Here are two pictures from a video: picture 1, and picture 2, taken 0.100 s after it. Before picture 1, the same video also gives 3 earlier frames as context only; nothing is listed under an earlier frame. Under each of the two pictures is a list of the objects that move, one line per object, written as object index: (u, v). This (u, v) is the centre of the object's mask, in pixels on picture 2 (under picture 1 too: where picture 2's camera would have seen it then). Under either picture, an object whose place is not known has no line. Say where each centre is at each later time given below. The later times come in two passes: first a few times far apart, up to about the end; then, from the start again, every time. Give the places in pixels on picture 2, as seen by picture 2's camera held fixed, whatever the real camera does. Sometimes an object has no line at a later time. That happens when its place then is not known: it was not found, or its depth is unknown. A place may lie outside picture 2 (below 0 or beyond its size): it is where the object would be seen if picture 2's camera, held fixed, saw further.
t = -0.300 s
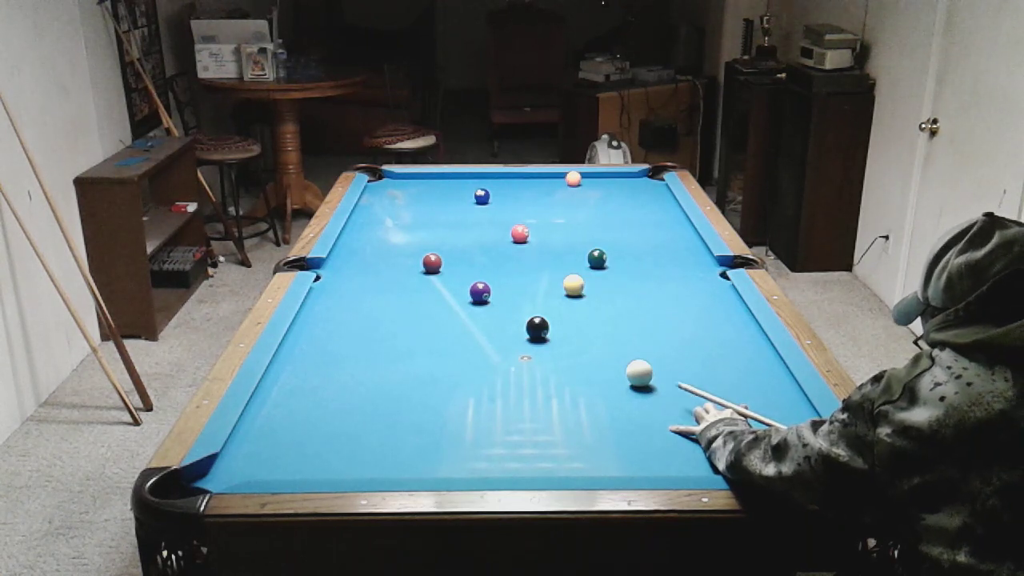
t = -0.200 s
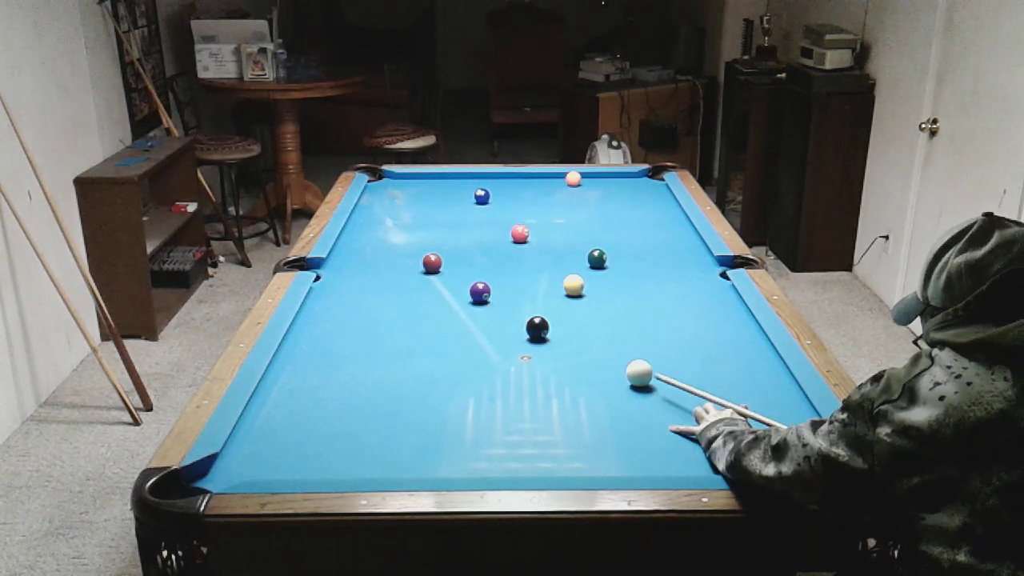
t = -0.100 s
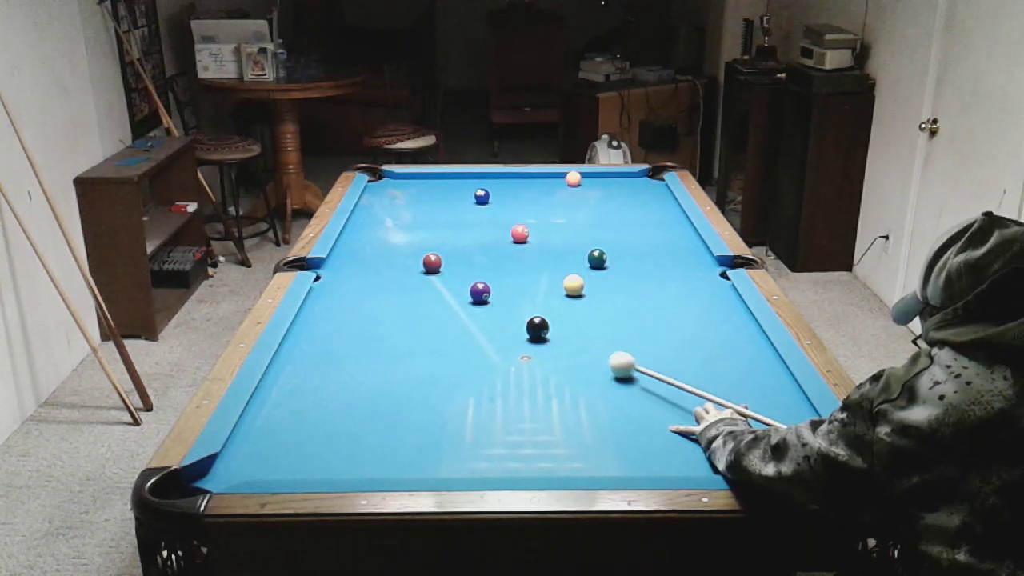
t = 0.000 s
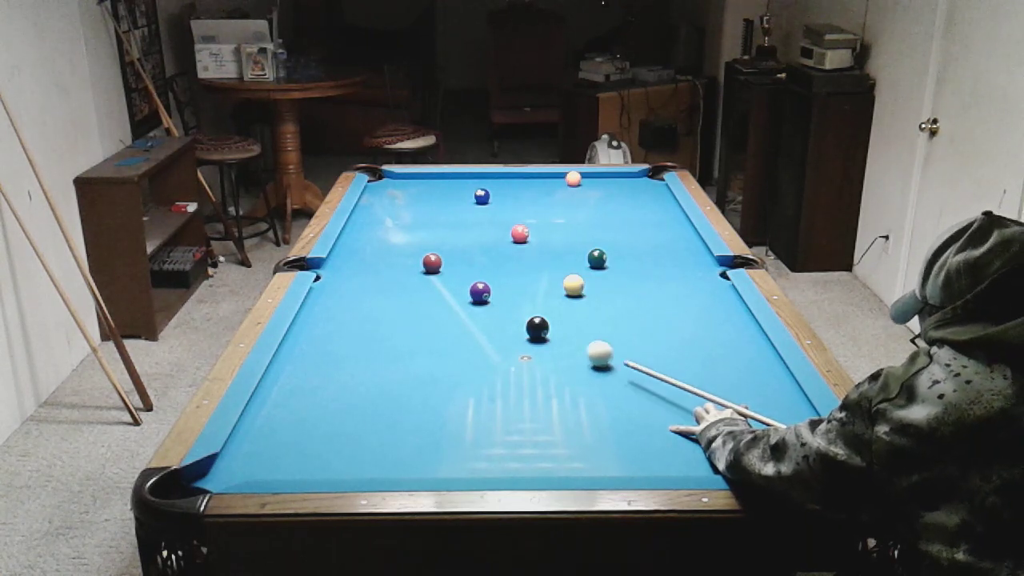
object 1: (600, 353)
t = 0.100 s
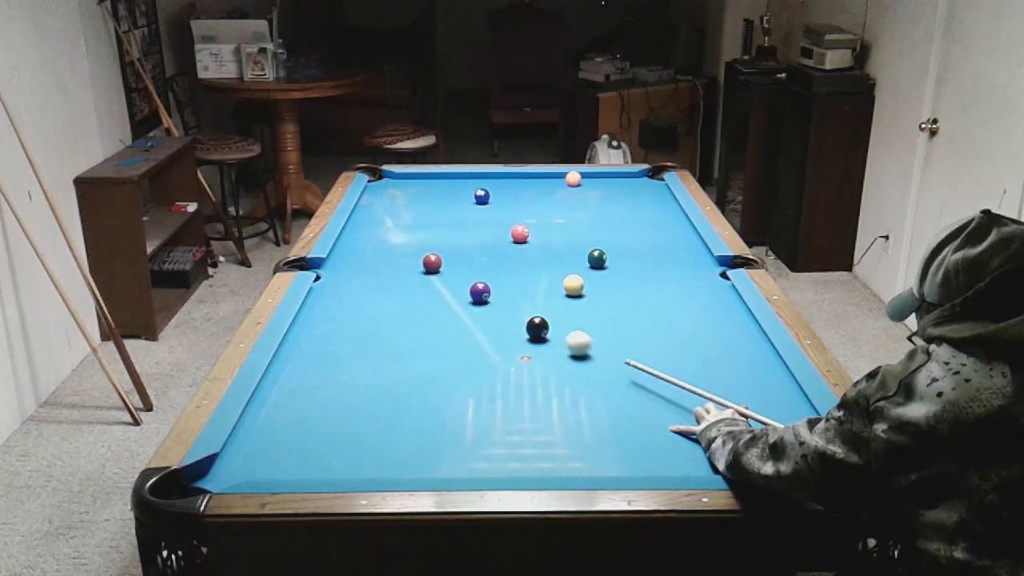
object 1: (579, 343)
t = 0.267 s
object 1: (558, 331)
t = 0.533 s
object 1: (557, 322)
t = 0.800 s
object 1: (556, 314)
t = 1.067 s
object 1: (555, 307)
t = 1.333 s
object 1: (553, 300)
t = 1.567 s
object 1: (553, 296)
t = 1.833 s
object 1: (553, 292)
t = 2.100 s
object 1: (552, 287)
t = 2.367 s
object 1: (551, 284)
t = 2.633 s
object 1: (551, 282)
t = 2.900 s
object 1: (551, 281)
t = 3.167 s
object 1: (551, 281)
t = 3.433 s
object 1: (551, 280)
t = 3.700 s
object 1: (551, 280)
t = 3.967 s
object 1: (551, 280)
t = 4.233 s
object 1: (551, 280)
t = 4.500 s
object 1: (551, 281)
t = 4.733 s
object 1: (550, 281)
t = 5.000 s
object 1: (550, 280)
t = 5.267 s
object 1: (550, 280)
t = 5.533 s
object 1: (551, 281)
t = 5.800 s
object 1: (551, 281)
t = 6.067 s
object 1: (551, 280)
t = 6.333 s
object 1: (551, 281)
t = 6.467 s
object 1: (551, 279)
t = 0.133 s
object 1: (572, 340)
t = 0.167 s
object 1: (565, 337)
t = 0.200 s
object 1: (559, 334)
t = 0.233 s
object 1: (558, 333)
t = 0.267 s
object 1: (558, 331)
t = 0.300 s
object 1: (558, 330)
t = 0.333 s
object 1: (558, 329)
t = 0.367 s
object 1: (558, 328)
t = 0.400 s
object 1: (558, 327)
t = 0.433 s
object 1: (557, 325)
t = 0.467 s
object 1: (557, 324)
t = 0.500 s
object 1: (557, 323)
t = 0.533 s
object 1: (557, 322)
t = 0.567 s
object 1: (557, 321)
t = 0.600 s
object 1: (556, 320)
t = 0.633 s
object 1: (556, 319)
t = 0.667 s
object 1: (556, 318)
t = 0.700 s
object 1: (556, 317)
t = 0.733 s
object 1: (556, 316)
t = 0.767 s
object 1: (556, 315)
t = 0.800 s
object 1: (556, 314)
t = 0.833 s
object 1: (556, 313)
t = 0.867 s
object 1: (556, 312)
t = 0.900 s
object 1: (555, 311)
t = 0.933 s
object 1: (555, 310)
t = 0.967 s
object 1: (555, 309)
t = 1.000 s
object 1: (555, 308)
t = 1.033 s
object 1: (555, 307)
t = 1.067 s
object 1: (555, 307)
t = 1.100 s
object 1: (555, 306)
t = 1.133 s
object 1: (554, 305)
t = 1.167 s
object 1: (554, 304)
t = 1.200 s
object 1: (554, 303)
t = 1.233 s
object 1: (554, 303)
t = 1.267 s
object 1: (554, 302)
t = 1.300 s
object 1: (553, 301)
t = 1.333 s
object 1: (553, 300)
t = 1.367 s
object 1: (553, 300)
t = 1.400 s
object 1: (553, 299)
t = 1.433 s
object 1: (553, 299)
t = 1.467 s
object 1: (553, 298)
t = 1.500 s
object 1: (553, 297)
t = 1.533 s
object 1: (553, 296)
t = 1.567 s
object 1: (553, 296)
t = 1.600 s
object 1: (553, 295)
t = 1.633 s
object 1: (553, 295)
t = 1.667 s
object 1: (553, 294)
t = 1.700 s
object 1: (553, 294)
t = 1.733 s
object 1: (553, 293)
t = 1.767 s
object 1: (552, 293)
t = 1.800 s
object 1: (552, 292)
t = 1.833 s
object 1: (553, 292)
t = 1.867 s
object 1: (552, 291)
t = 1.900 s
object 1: (552, 291)
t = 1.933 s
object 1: (552, 289)
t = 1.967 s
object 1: (552, 289)
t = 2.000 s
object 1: (552, 289)
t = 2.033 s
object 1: (552, 288)
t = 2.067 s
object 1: (552, 288)
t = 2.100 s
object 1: (552, 287)
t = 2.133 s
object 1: (552, 287)
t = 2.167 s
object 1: (552, 287)
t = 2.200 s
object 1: (552, 286)
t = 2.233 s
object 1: (552, 286)
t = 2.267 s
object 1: (551, 286)
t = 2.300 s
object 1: (551, 285)
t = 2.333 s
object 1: (552, 285)
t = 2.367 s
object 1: (551, 284)
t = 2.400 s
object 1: (551, 284)
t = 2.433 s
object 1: (551, 284)
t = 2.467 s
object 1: (551, 284)
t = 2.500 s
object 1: (551, 283)
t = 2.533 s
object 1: (551, 283)
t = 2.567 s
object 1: (551, 283)
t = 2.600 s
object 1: (551, 283)
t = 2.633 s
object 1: (551, 282)
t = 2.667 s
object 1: (551, 282)
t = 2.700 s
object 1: (551, 282)
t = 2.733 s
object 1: (551, 282)
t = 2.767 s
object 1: (551, 282)
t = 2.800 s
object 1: (551, 282)
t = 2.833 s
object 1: (551, 282)
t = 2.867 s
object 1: (551, 281)
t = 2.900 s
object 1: (551, 281)
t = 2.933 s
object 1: (551, 281)
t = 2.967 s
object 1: (551, 281)
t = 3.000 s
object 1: (551, 281)
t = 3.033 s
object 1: (551, 281)
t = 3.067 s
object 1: (551, 281)
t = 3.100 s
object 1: (551, 281)
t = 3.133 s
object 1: (551, 281)
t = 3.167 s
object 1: (551, 281)
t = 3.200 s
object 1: (551, 281)
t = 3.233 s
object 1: (551, 281)
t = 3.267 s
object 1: (551, 280)
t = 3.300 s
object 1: (551, 281)
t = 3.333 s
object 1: (551, 280)
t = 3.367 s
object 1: (551, 280)
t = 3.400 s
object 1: (551, 280)
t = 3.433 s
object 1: (551, 280)
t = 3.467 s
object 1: (551, 280)
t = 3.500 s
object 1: (551, 280)
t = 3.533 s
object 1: (551, 280)
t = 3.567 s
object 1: (551, 280)
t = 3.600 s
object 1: (551, 280)
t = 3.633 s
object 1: (550, 280)
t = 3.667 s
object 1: (551, 280)
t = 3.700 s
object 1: (551, 280)
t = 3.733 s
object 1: (551, 280)
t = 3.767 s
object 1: (550, 280)
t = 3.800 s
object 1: (551, 280)
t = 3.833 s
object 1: (551, 280)
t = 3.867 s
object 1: (551, 280)
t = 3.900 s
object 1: (551, 280)
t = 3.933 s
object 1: (551, 280)
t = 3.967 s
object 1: (551, 280)
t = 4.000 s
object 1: (550, 280)
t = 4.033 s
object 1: (551, 280)
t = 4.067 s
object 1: (551, 280)
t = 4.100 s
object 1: (551, 280)
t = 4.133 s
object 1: (551, 280)
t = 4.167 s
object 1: (551, 280)
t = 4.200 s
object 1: (551, 280)
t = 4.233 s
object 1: (551, 280)
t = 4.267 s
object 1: (550, 280)
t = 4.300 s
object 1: (550, 280)
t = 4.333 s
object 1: (551, 280)
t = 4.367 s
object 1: (551, 280)
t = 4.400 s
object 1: (551, 280)
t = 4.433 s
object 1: (551, 280)
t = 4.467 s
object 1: (551, 280)
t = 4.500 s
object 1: (551, 281)
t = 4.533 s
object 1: (551, 280)
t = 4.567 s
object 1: (551, 280)
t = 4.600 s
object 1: (551, 281)
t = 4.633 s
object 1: (550, 281)
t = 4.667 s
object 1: (551, 280)
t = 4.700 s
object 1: (550, 281)
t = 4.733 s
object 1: (550, 281)
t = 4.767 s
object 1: (550, 281)
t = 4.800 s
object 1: (550, 280)
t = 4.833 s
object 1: (550, 281)
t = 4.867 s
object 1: (550, 281)
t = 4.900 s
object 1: (550, 280)
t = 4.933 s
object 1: (550, 280)
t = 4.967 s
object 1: (550, 280)
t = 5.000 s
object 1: (550, 280)
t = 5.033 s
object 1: (550, 280)
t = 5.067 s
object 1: (550, 280)
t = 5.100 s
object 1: (550, 280)
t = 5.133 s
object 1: (550, 280)
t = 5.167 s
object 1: (550, 280)
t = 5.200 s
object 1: (550, 280)
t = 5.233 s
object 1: (550, 280)
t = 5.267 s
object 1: (550, 280)
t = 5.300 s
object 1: (550, 280)
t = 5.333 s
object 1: (550, 280)
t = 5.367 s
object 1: (550, 280)
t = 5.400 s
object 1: (550, 280)
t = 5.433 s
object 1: (550, 281)
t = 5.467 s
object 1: (550, 280)
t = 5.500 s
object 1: (550, 281)
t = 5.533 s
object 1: (551, 281)
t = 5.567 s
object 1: (551, 281)
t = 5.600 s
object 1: (551, 280)
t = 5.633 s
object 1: (551, 281)
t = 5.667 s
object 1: (551, 280)
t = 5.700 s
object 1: (551, 281)
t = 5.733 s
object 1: (551, 281)
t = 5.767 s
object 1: (551, 281)
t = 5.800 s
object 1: (551, 281)
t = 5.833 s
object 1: (551, 281)
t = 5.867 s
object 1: (551, 281)
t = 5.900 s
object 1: (551, 281)
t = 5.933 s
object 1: (551, 281)
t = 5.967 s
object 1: (551, 281)
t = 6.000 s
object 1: (551, 281)
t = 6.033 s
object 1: (551, 280)
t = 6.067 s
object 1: (551, 280)
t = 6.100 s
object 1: (551, 280)
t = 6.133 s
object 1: (551, 280)
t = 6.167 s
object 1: (551, 280)
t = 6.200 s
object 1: (551, 280)
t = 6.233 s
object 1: (551, 281)
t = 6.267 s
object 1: (551, 280)
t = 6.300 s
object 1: (551, 280)
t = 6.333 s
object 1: (551, 281)
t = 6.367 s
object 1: (550, 279)
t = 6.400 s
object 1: (551, 278)
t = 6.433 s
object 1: (551, 279)
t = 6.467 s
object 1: (551, 279)
